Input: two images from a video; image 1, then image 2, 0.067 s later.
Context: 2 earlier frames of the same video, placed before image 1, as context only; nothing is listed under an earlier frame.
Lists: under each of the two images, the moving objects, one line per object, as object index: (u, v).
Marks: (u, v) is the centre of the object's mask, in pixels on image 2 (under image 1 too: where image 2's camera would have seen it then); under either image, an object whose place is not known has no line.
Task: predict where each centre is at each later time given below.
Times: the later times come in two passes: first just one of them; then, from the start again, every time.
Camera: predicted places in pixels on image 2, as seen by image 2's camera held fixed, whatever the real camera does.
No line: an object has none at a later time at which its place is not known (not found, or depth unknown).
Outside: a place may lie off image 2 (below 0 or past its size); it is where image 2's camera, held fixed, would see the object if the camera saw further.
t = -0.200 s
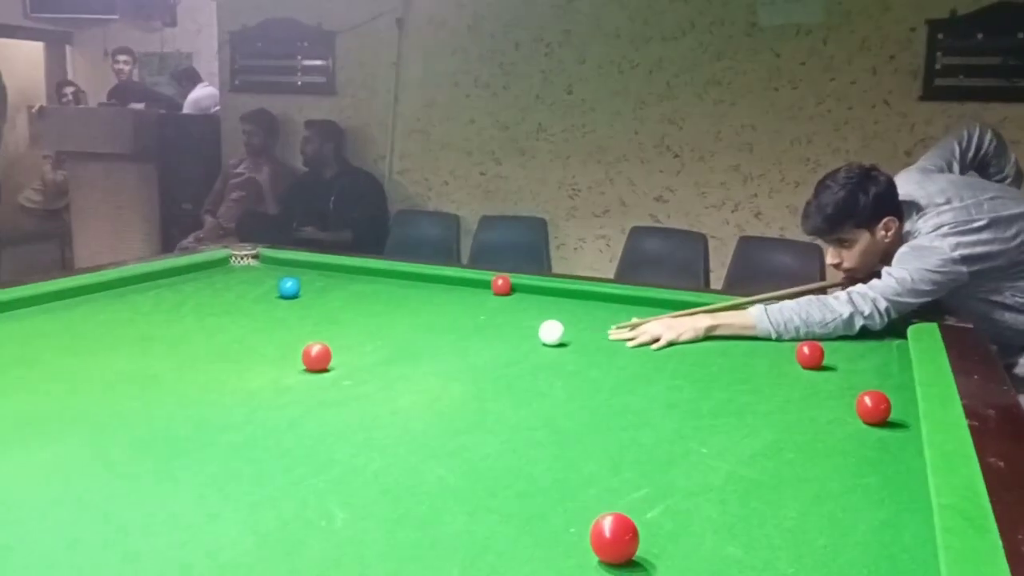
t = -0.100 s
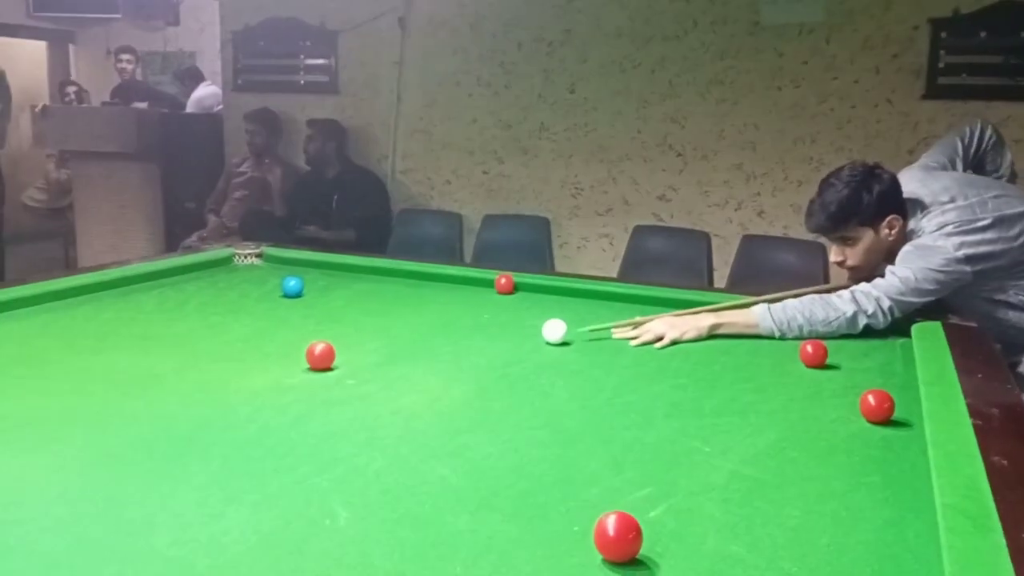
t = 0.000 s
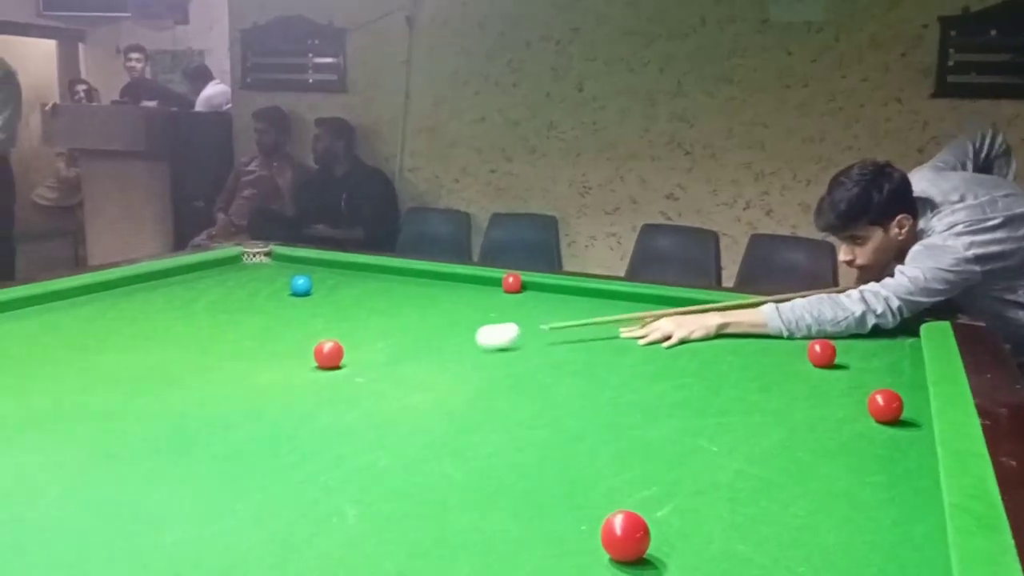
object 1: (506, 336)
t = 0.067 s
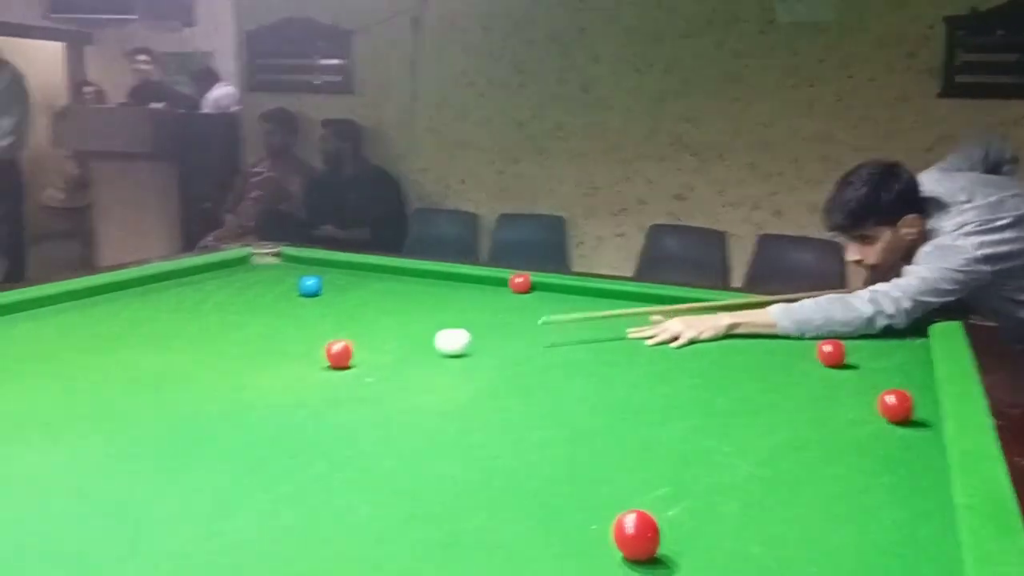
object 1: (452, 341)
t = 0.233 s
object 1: (366, 350)
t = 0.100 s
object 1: (426, 344)
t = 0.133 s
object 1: (401, 346)
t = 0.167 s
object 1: (378, 349)
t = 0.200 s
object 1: (367, 350)
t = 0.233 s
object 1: (366, 350)
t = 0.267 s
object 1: (364, 351)
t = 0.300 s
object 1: (360, 350)
